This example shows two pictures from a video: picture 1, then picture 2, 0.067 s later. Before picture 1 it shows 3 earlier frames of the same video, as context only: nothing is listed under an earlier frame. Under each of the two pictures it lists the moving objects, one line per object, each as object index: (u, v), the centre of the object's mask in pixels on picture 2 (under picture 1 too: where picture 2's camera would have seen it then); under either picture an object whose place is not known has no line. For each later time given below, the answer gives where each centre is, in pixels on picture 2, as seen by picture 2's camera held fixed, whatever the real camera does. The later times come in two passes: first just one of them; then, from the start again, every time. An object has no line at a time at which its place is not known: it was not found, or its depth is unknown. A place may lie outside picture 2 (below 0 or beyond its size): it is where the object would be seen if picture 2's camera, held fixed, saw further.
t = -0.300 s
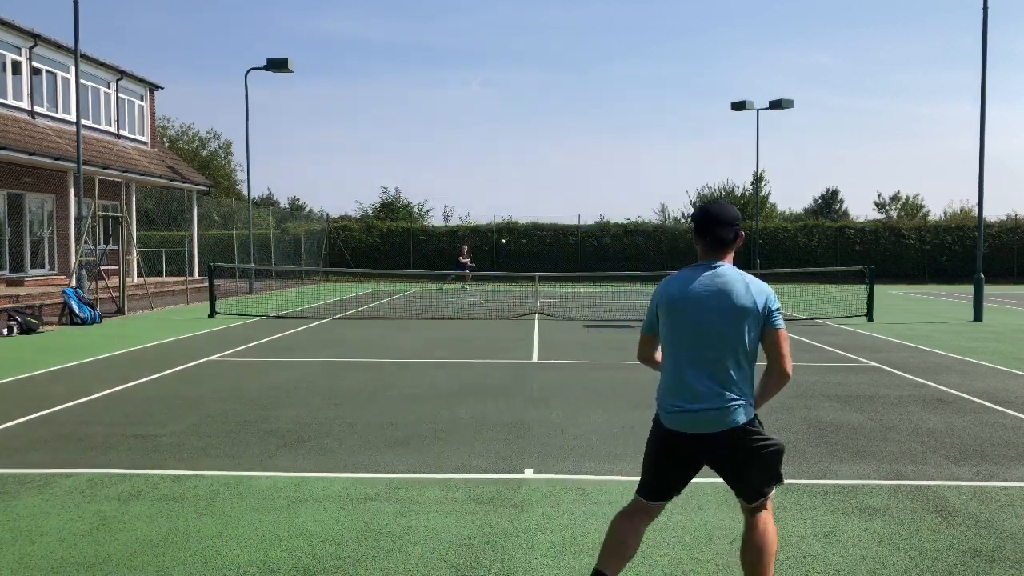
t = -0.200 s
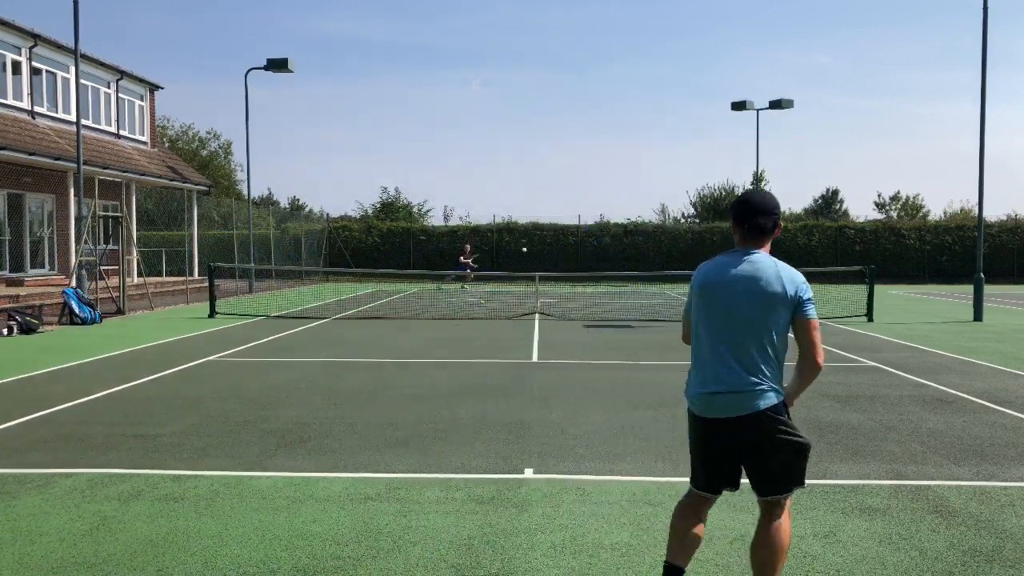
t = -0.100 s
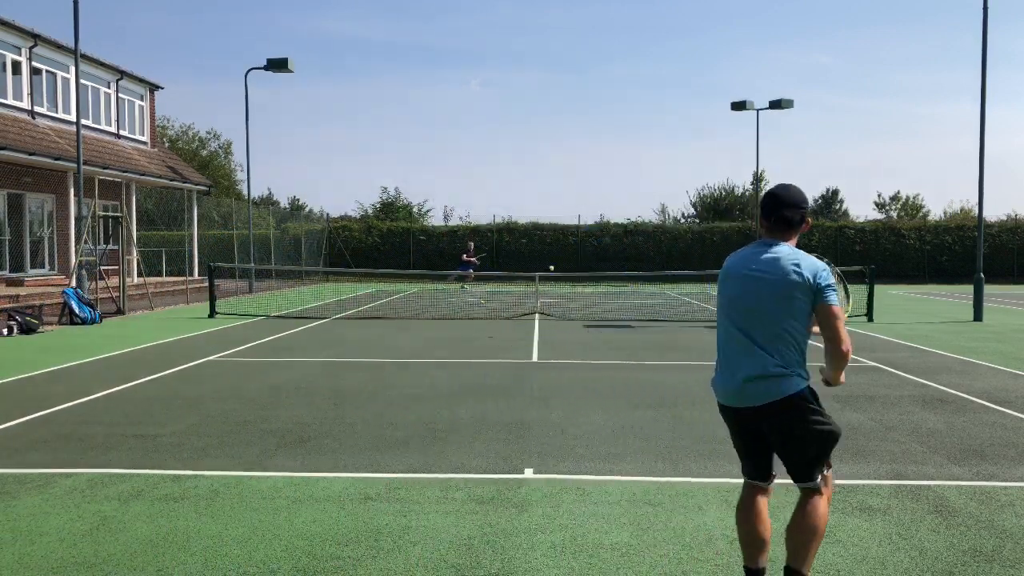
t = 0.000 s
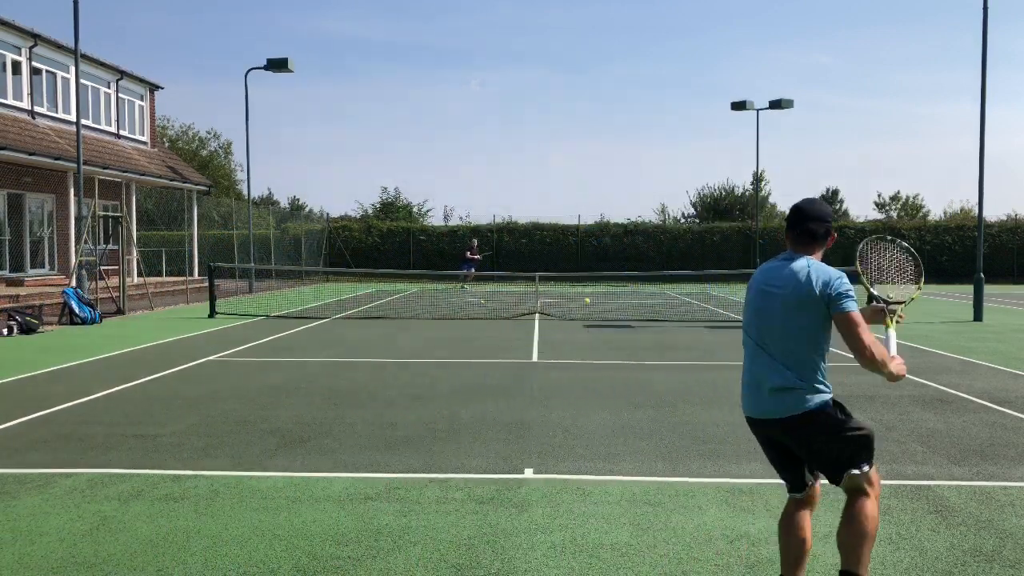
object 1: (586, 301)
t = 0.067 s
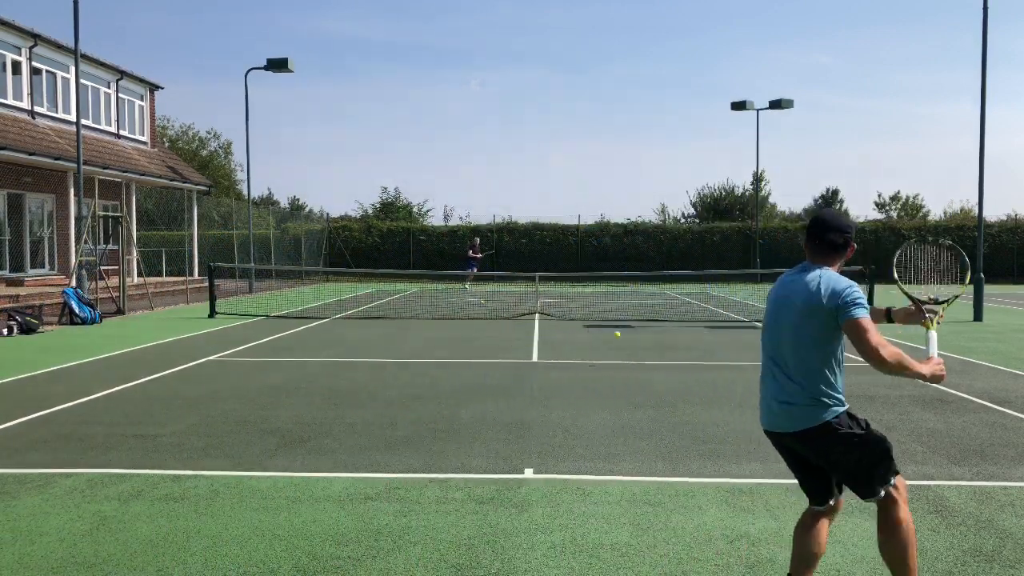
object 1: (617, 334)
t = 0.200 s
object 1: (685, 361)
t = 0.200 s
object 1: (685, 361)
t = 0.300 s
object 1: (744, 341)
